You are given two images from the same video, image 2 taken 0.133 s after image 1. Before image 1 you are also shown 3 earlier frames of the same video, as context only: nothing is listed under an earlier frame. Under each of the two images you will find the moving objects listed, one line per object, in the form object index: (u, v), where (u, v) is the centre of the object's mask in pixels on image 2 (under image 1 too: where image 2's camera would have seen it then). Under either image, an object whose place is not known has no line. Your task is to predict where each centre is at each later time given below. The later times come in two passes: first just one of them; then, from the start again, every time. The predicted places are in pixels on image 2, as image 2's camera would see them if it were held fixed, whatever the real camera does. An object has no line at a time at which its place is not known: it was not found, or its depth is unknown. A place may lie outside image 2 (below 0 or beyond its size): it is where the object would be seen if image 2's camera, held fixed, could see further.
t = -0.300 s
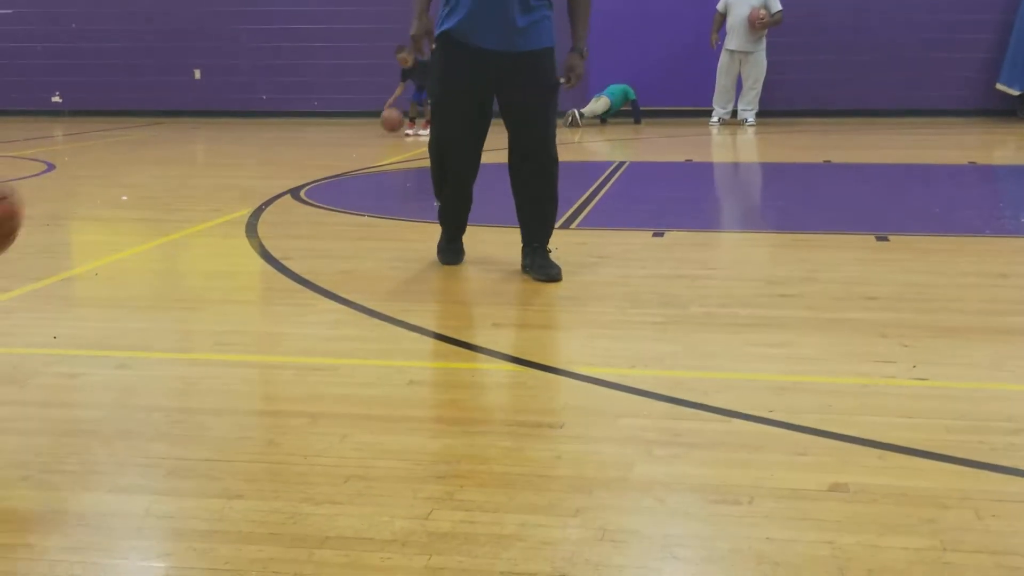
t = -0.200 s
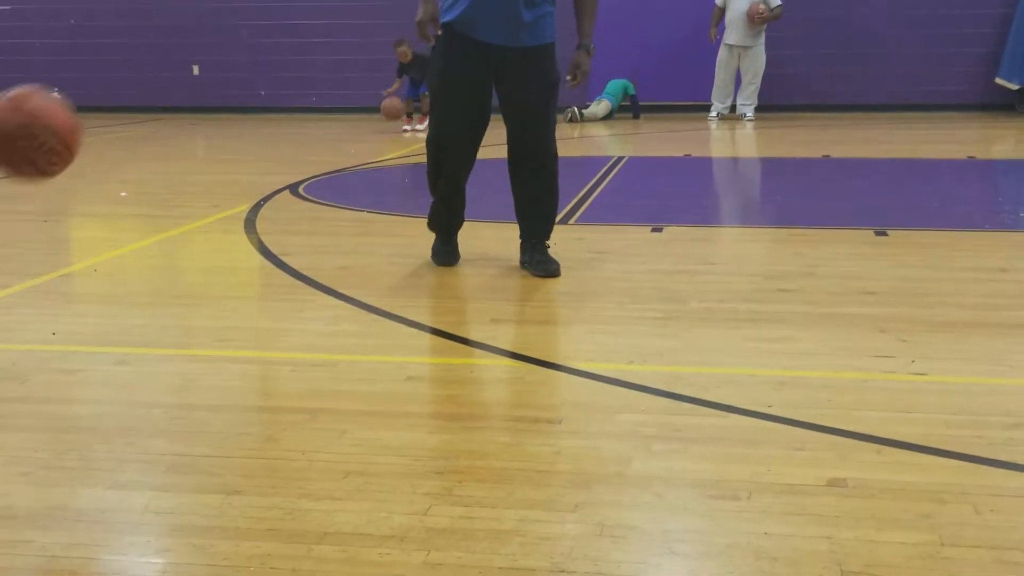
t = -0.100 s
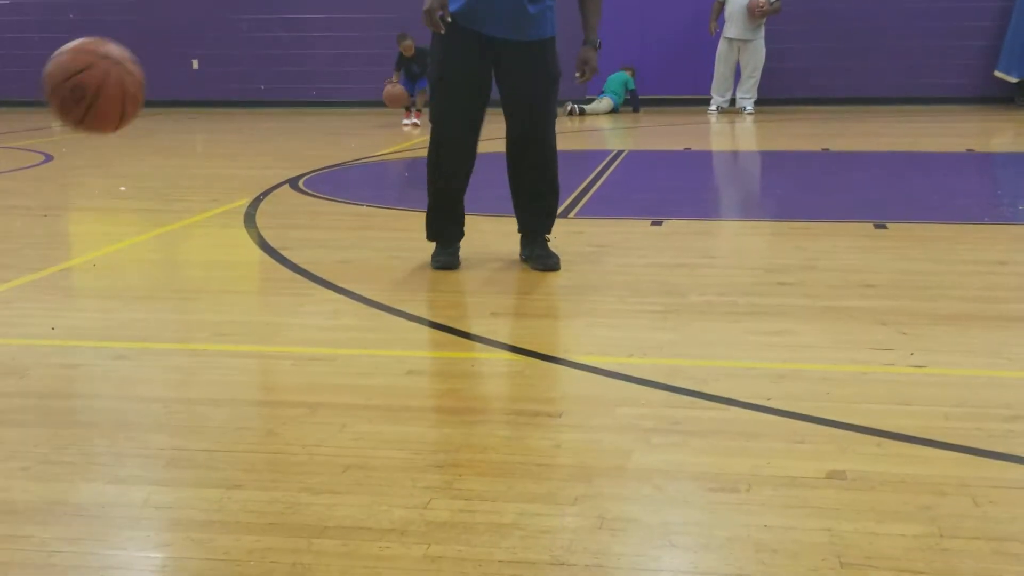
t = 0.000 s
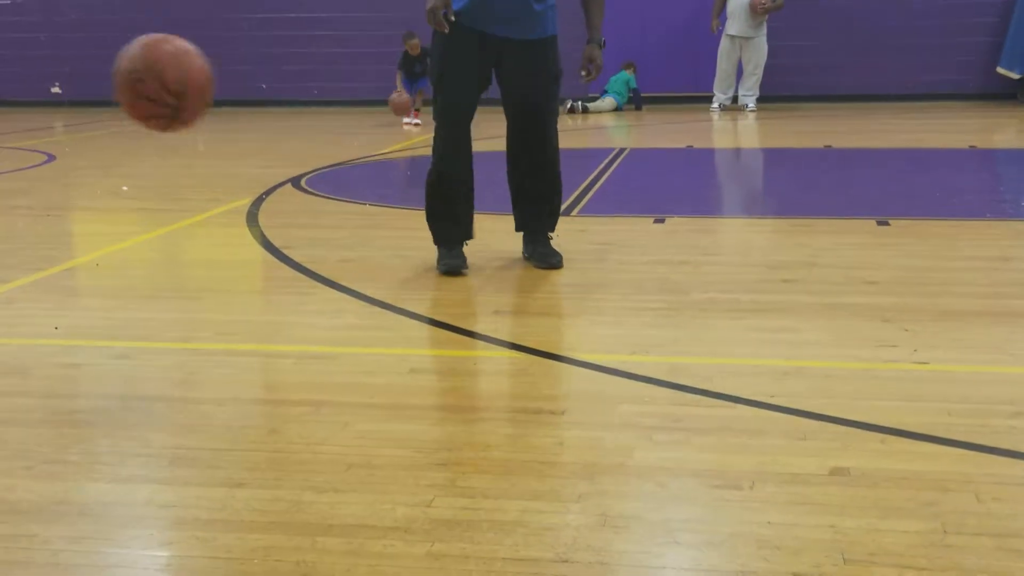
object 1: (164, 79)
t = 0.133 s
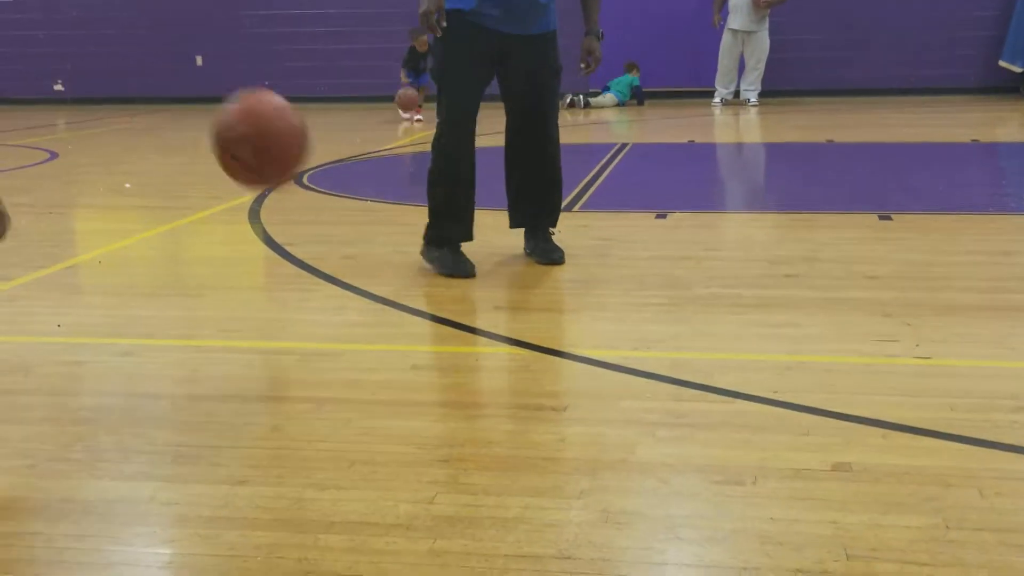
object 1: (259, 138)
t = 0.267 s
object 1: (356, 270)
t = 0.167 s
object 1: (284, 166)
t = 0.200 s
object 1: (308, 197)
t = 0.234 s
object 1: (332, 231)
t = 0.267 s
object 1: (356, 270)
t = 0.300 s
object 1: (380, 314)
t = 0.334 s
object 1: (404, 332)
